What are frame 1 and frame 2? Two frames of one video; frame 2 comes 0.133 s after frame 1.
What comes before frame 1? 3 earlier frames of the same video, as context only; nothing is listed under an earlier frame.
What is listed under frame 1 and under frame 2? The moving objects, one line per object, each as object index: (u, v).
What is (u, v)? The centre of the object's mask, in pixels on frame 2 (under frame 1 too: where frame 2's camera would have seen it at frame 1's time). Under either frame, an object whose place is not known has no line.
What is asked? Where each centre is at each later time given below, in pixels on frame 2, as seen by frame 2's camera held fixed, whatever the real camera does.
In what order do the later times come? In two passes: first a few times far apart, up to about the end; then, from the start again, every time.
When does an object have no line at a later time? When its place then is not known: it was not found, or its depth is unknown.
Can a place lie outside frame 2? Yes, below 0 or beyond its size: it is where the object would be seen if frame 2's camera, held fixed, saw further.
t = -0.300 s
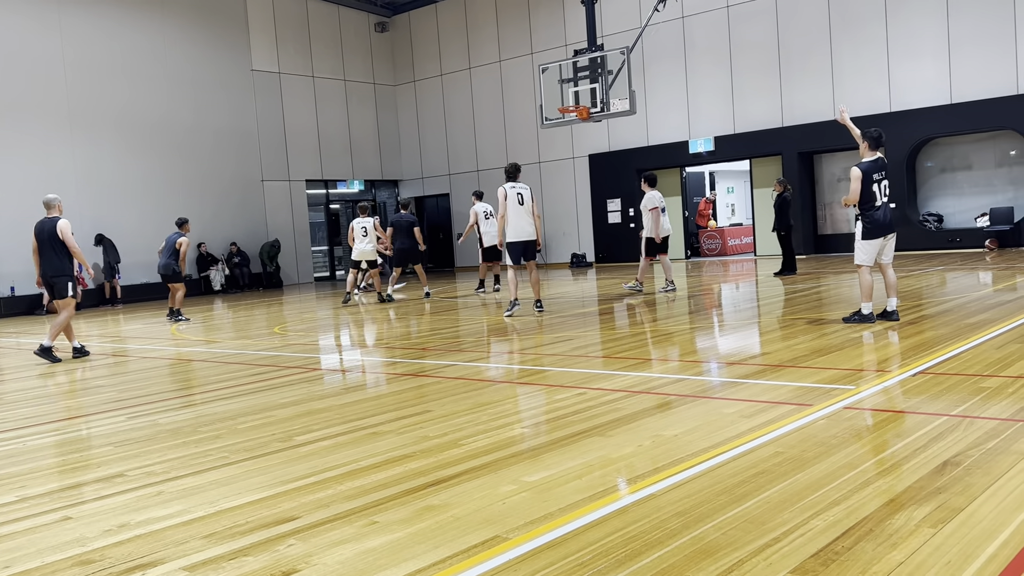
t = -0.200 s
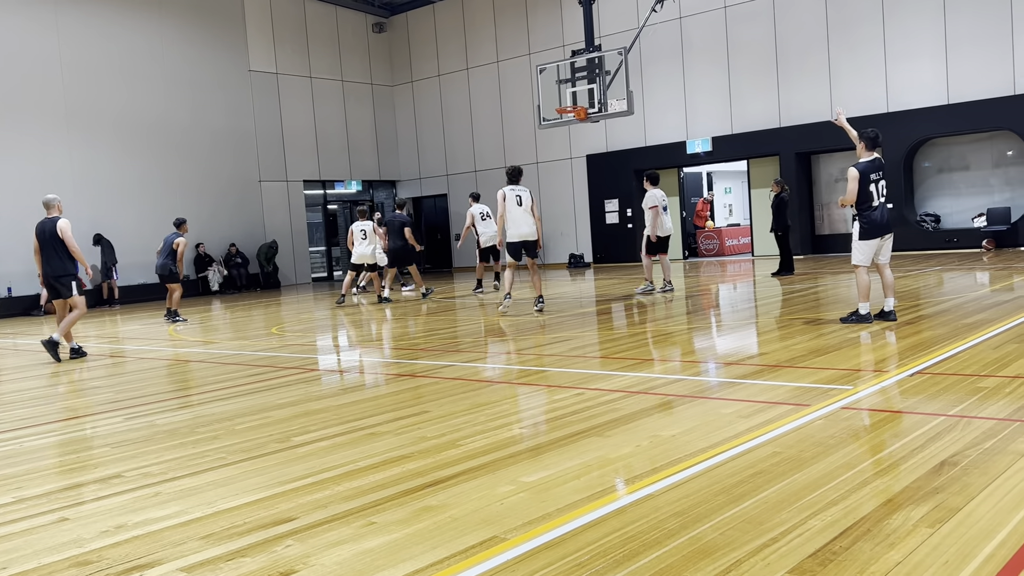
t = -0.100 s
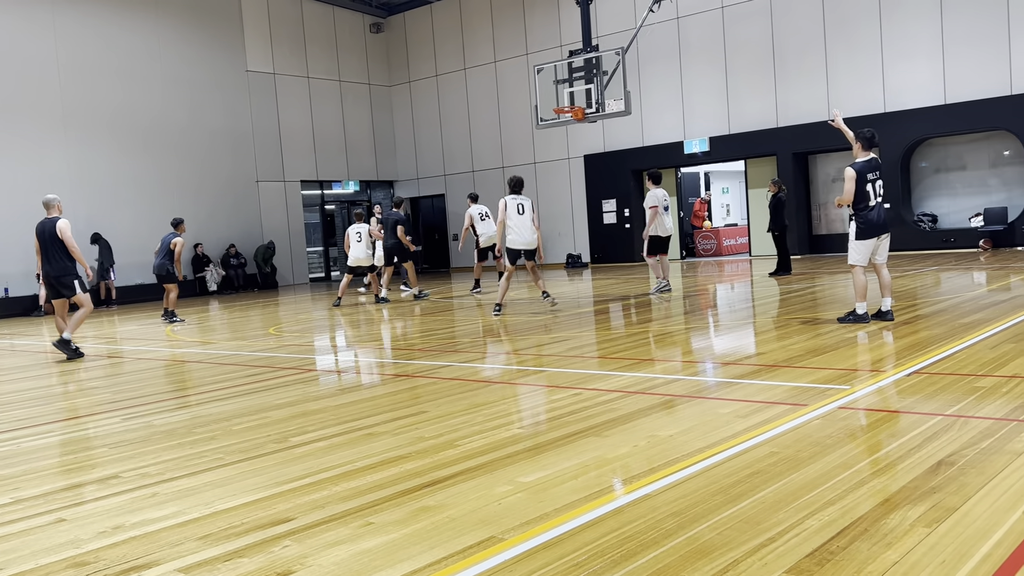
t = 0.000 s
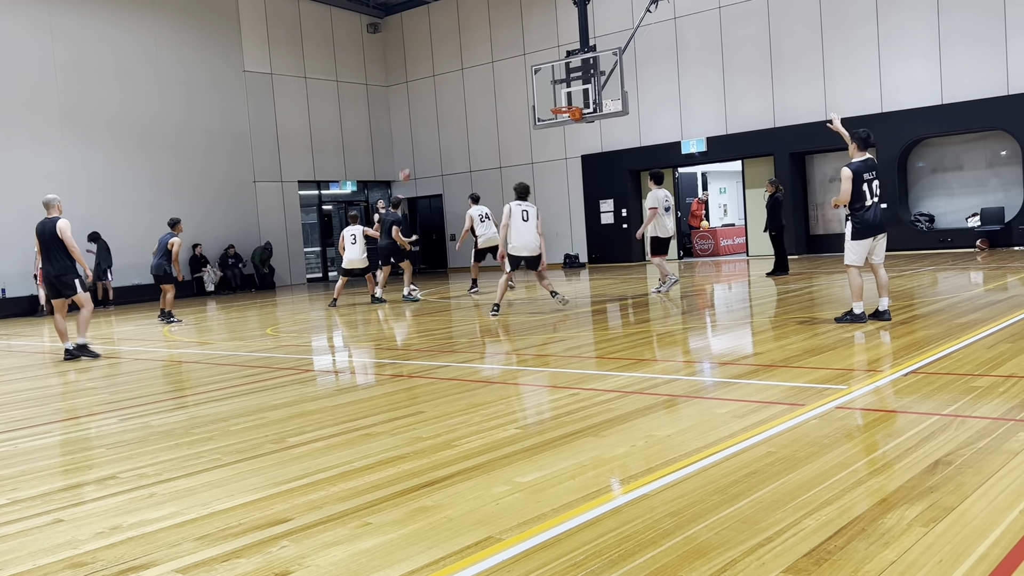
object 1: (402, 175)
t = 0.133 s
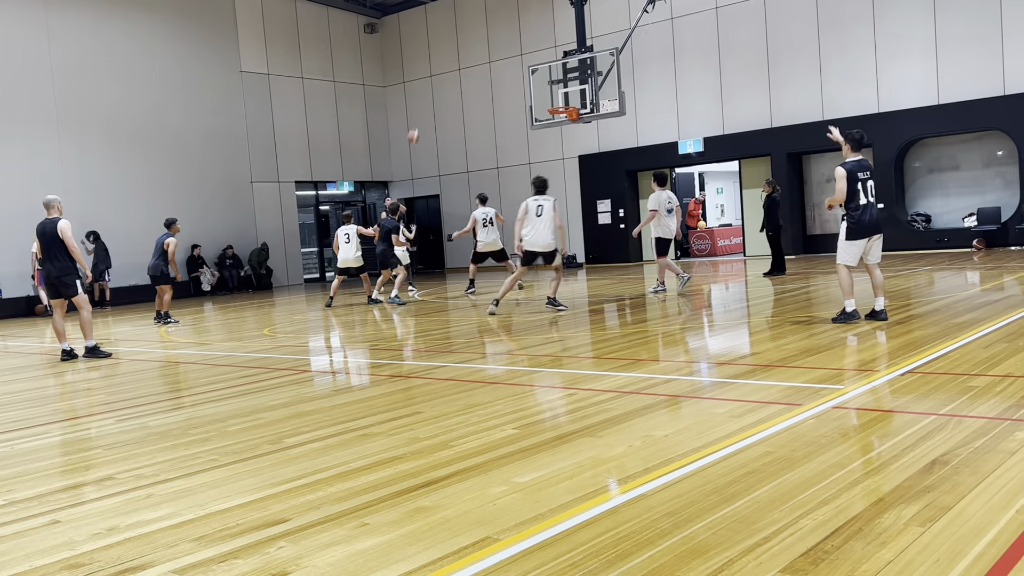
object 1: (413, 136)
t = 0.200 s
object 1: (421, 116)
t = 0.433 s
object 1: (448, 60)
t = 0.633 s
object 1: (481, 26)
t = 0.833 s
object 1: (524, 11)
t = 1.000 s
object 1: (571, 21)
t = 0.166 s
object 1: (417, 126)
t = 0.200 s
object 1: (421, 116)
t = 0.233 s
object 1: (424, 108)
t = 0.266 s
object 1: (428, 99)
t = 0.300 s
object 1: (431, 91)
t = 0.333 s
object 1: (435, 83)
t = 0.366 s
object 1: (439, 75)
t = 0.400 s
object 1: (443, 68)
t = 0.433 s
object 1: (448, 60)
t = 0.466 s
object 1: (453, 54)
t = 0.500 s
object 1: (459, 48)
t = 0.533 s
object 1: (464, 42)
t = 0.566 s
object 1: (469, 36)
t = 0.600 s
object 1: (475, 31)
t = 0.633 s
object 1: (481, 26)
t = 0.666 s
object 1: (487, 23)
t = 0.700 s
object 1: (493, 19)
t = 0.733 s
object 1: (501, 17)
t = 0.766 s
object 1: (508, 14)
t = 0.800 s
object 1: (516, 12)
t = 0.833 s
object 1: (524, 11)
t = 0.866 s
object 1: (533, 12)
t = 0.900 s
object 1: (540, 13)
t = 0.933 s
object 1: (550, 14)
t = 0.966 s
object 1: (560, 17)
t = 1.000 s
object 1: (571, 21)
